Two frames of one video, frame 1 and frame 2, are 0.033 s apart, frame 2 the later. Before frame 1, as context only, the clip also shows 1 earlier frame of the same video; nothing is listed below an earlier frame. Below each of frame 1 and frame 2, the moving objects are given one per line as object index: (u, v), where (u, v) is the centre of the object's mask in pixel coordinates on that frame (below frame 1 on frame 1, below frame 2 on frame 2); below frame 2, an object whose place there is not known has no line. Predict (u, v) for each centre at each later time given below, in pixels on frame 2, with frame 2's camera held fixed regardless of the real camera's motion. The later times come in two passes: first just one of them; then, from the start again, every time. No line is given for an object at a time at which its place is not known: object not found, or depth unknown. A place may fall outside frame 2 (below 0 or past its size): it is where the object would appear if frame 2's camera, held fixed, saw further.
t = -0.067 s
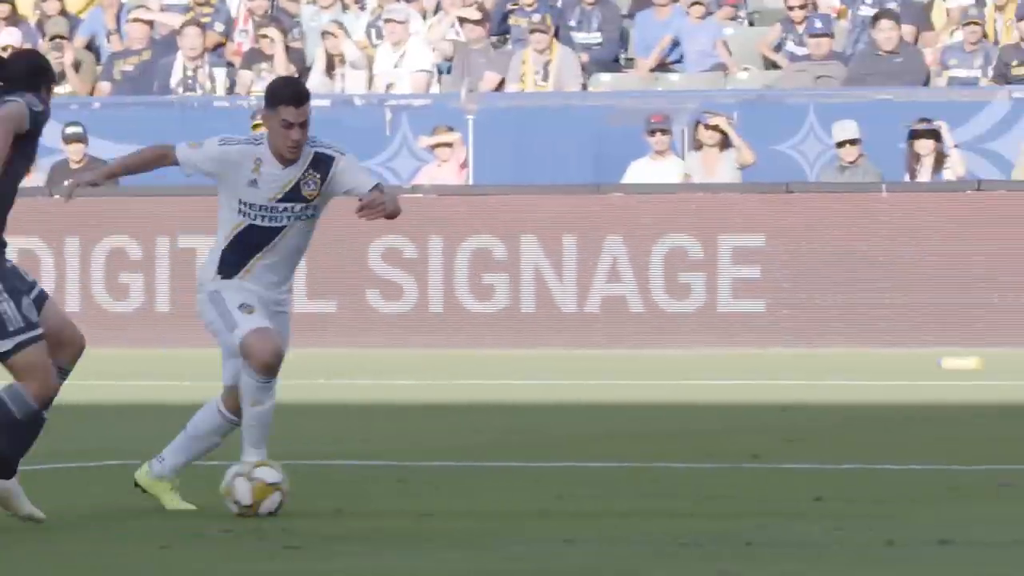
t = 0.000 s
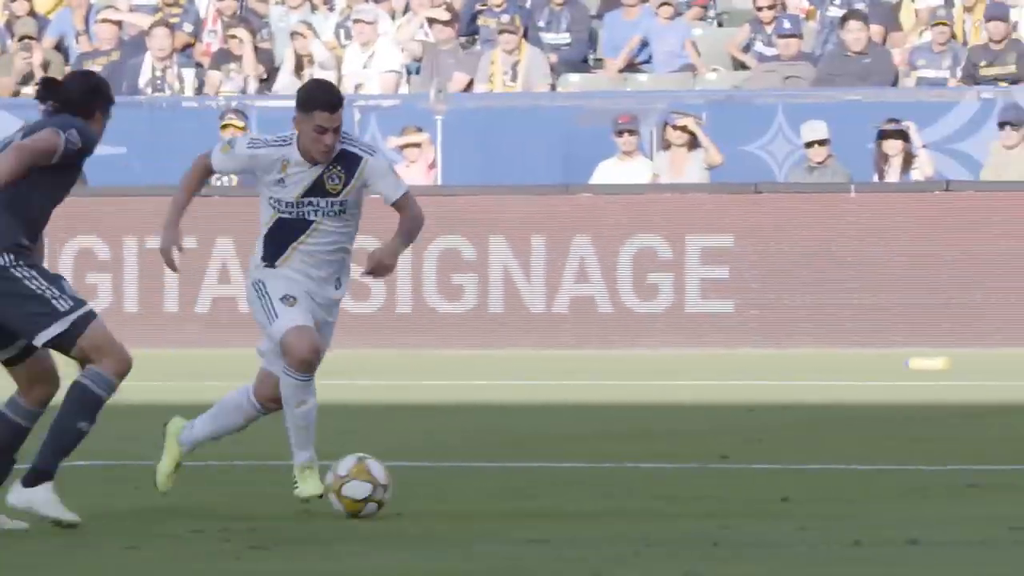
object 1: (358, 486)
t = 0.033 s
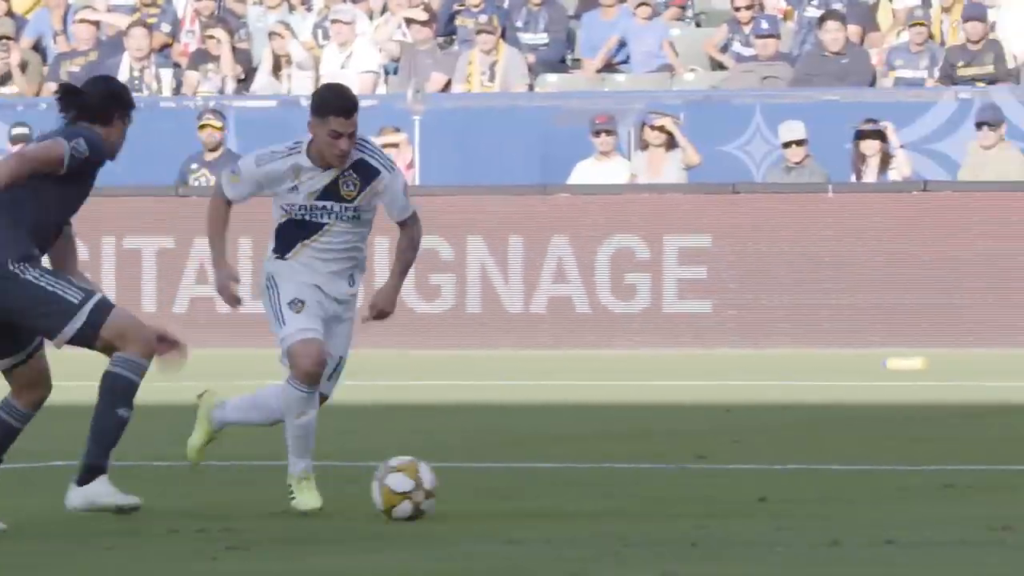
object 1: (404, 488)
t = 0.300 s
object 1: (911, 499)
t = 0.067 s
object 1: (473, 492)
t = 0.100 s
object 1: (537, 491)
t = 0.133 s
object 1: (601, 491)
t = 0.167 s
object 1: (665, 494)
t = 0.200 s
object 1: (728, 495)
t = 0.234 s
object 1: (790, 495)
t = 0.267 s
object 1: (851, 496)
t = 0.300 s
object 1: (911, 499)
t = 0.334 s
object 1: (972, 502)
